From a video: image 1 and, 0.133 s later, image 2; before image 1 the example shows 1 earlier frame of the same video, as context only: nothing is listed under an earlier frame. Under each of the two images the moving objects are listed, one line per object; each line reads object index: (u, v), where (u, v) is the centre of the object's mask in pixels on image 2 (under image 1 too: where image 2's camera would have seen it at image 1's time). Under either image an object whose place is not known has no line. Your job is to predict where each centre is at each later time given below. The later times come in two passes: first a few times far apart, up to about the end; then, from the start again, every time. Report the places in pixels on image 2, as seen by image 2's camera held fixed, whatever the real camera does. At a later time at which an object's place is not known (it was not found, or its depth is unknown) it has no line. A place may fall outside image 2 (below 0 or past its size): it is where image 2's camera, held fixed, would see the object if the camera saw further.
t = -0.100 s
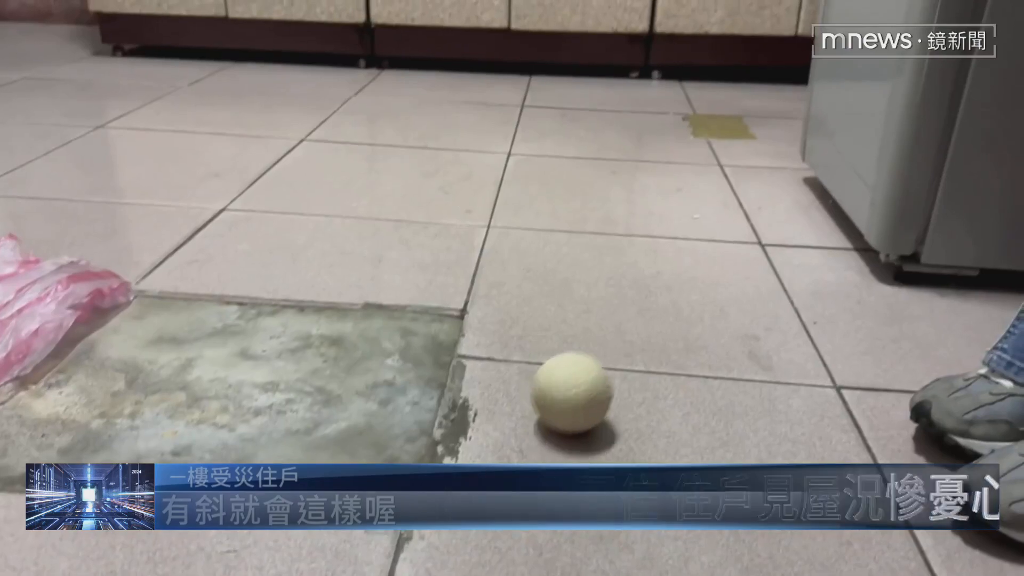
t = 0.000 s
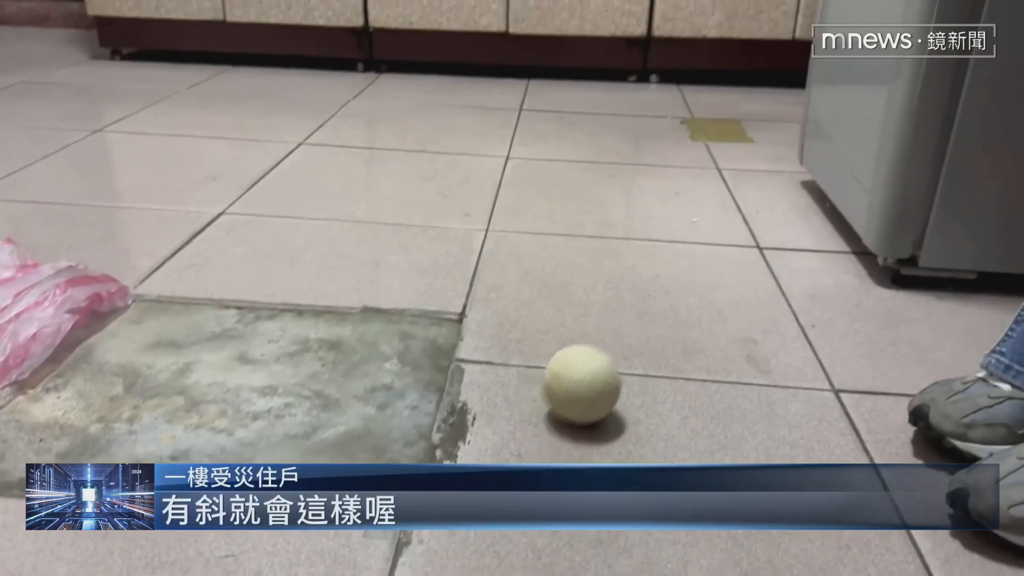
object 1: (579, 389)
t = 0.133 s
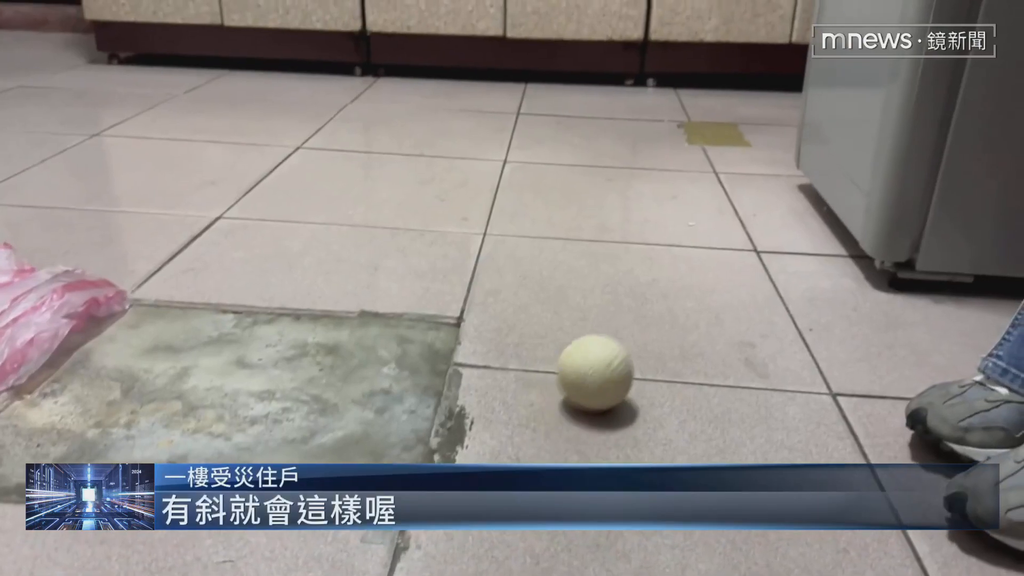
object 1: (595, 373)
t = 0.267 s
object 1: (610, 357)
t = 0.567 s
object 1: (644, 325)
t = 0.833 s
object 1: (673, 298)
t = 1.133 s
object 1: (703, 270)
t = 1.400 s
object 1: (730, 247)
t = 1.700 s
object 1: (756, 222)
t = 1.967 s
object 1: (781, 205)
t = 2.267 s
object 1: (779, 185)
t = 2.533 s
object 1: (756, 173)
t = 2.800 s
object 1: (734, 161)
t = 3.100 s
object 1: (716, 147)
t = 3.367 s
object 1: (702, 136)
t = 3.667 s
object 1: (692, 126)
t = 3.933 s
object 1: (684, 117)
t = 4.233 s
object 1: (675, 108)
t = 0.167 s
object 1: (599, 369)
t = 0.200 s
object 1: (602, 366)
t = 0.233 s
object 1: (606, 361)
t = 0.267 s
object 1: (610, 357)
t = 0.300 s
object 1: (614, 353)
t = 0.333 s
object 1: (617, 349)
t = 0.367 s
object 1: (621, 346)
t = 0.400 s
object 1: (625, 342)
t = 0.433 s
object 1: (629, 338)
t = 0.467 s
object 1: (632, 334)
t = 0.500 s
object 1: (637, 330)
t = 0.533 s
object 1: (640, 328)
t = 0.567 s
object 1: (644, 325)
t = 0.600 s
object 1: (648, 321)
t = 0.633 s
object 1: (652, 318)
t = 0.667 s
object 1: (656, 315)
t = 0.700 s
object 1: (659, 312)
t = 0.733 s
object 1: (663, 309)
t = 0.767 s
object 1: (666, 305)
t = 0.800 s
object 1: (670, 302)
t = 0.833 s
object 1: (673, 298)
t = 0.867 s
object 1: (676, 295)
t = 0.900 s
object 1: (679, 292)
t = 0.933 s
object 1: (683, 289)
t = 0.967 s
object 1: (686, 285)
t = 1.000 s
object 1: (690, 282)
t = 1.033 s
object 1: (693, 279)
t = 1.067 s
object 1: (696, 276)
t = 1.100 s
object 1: (700, 273)
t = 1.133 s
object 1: (703, 270)
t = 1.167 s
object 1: (707, 267)
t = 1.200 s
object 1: (711, 264)
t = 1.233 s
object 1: (714, 261)
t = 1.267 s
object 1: (717, 259)
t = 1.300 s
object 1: (720, 255)
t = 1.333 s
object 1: (724, 253)
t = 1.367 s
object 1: (727, 250)
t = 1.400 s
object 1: (730, 247)
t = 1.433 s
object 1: (733, 245)
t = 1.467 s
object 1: (737, 241)
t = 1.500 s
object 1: (739, 239)
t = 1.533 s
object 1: (742, 236)
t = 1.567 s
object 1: (745, 233)
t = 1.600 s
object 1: (748, 230)
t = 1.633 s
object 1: (751, 228)
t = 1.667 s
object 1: (754, 225)
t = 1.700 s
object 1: (756, 222)
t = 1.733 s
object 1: (759, 220)
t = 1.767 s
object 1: (763, 218)
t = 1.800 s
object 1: (766, 216)
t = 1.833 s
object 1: (769, 214)
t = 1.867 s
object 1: (773, 211)
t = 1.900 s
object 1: (775, 209)
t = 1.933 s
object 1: (778, 206)
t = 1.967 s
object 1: (781, 205)
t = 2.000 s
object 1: (783, 202)
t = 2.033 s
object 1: (785, 200)
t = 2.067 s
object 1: (787, 197)
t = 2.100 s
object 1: (789, 195)
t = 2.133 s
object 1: (790, 192)
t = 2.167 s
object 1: (788, 190)
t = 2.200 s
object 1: (786, 189)
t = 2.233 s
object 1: (782, 187)
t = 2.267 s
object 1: (779, 185)
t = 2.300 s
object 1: (776, 184)
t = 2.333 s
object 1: (773, 182)
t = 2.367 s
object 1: (770, 180)
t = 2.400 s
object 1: (767, 179)
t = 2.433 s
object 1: (764, 177)
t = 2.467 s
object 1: (762, 176)
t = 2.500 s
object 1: (759, 174)
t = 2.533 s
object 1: (756, 173)
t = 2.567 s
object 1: (754, 171)
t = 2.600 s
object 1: (751, 170)
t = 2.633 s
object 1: (748, 168)
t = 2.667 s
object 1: (745, 167)
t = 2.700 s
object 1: (742, 165)
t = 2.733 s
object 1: (739, 164)
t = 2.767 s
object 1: (736, 162)
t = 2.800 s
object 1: (734, 161)
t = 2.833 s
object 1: (731, 159)
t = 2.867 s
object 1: (729, 157)
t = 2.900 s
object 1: (727, 156)
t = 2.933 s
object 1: (725, 155)
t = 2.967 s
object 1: (723, 153)
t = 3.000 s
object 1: (721, 151)
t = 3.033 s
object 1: (720, 150)
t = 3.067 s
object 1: (718, 148)
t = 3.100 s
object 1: (716, 147)
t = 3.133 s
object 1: (714, 146)
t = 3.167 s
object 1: (712, 145)
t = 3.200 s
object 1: (710, 143)
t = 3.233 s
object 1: (708, 142)
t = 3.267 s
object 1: (707, 141)
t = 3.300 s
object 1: (705, 139)
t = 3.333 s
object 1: (704, 138)
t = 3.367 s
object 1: (702, 136)
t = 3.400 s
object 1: (701, 135)
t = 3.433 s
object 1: (699, 135)
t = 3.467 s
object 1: (698, 133)
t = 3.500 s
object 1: (696, 132)
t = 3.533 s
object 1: (695, 130)
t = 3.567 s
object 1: (694, 129)
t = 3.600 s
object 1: (693, 128)
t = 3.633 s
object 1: (692, 127)
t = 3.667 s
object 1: (692, 126)
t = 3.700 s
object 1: (691, 124)
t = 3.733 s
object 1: (690, 123)
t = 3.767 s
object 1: (689, 122)
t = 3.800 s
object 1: (689, 121)
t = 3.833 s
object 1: (688, 120)
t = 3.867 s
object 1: (686, 119)
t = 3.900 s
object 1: (685, 118)
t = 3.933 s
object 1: (684, 117)
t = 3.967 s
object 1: (683, 115)
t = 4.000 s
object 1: (682, 115)
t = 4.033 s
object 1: (681, 114)
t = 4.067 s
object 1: (680, 113)
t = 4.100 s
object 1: (679, 112)
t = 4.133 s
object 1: (678, 111)
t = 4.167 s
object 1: (677, 110)
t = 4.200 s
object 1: (676, 109)
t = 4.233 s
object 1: (675, 108)
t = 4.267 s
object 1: (675, 108)
